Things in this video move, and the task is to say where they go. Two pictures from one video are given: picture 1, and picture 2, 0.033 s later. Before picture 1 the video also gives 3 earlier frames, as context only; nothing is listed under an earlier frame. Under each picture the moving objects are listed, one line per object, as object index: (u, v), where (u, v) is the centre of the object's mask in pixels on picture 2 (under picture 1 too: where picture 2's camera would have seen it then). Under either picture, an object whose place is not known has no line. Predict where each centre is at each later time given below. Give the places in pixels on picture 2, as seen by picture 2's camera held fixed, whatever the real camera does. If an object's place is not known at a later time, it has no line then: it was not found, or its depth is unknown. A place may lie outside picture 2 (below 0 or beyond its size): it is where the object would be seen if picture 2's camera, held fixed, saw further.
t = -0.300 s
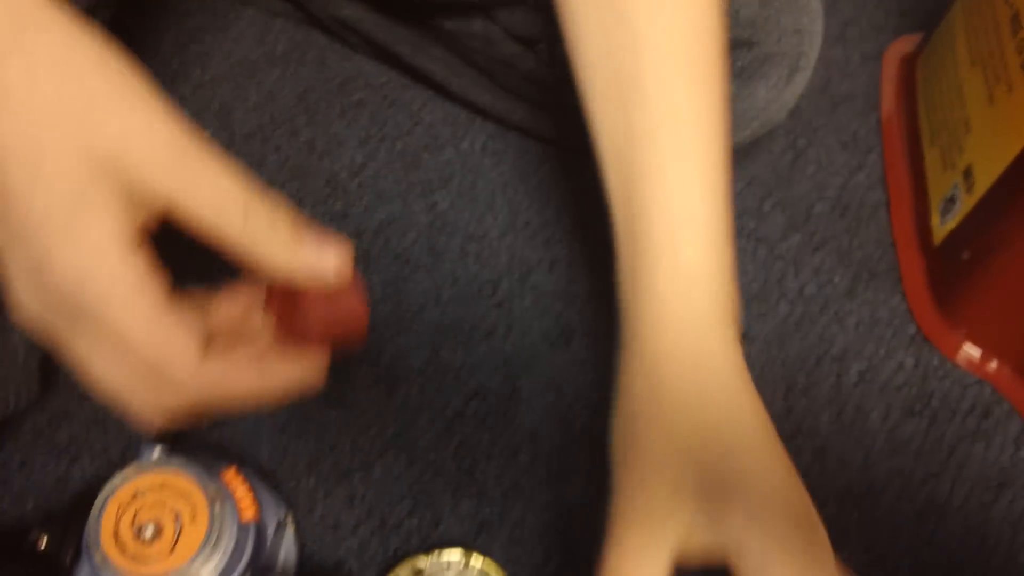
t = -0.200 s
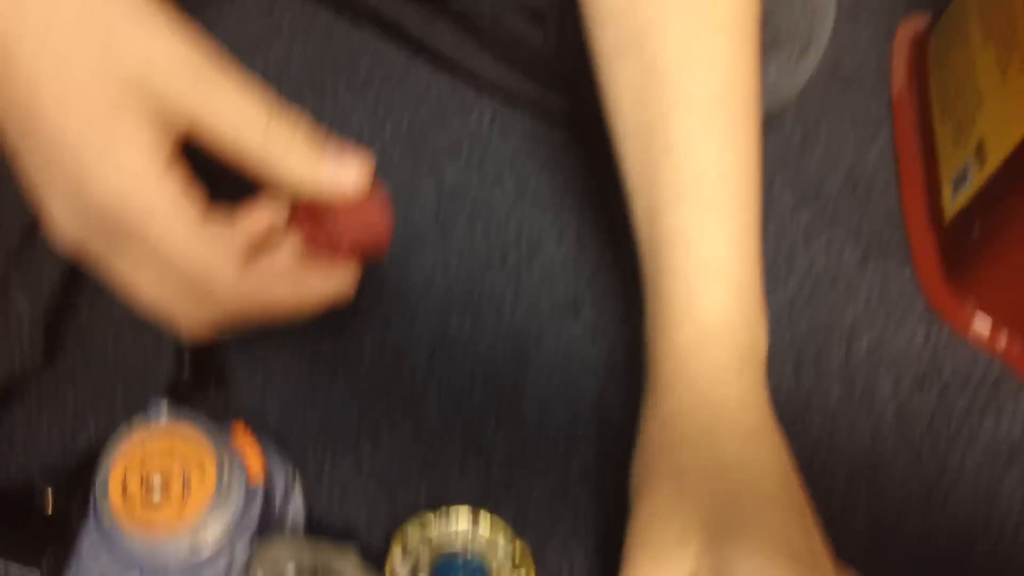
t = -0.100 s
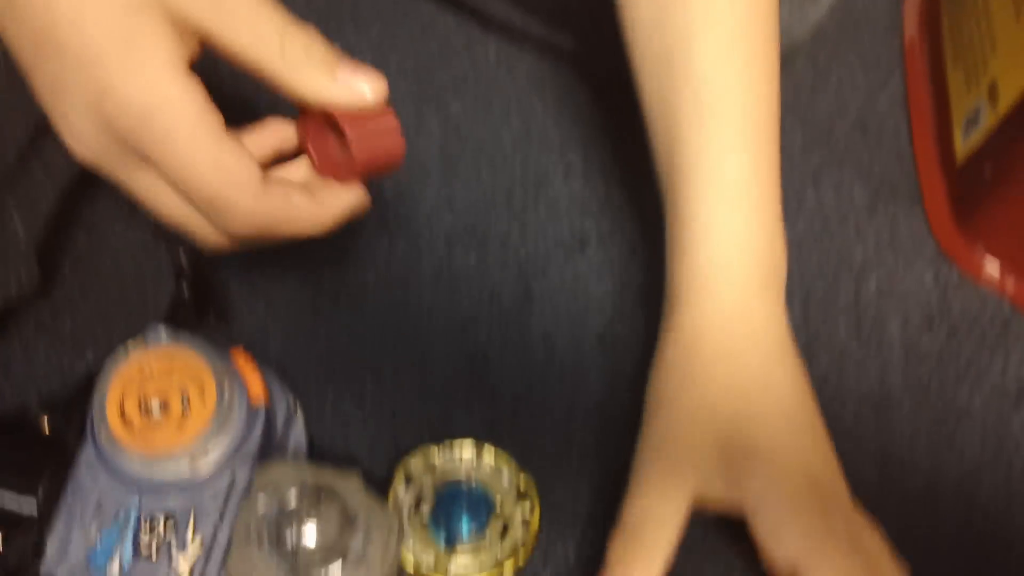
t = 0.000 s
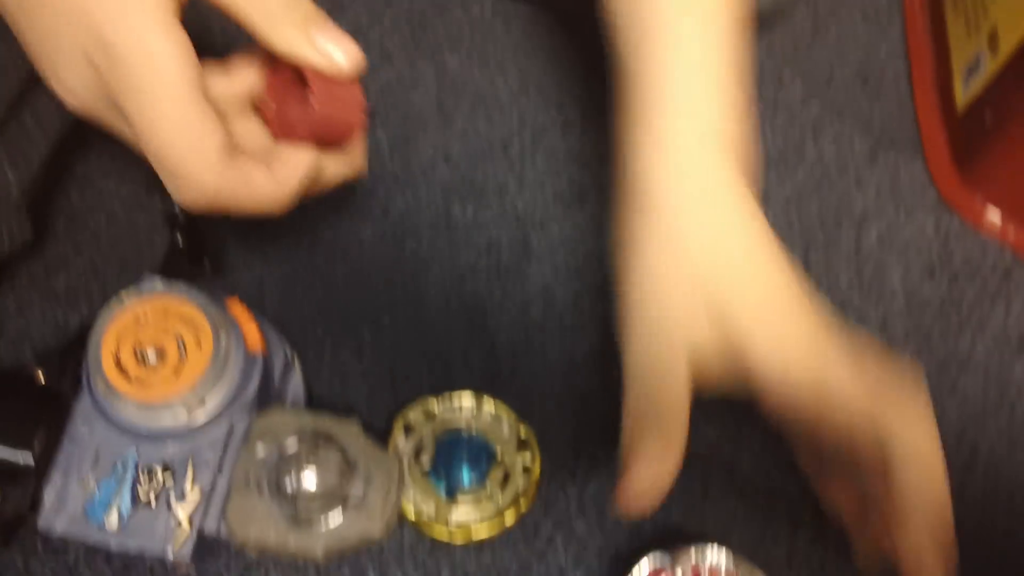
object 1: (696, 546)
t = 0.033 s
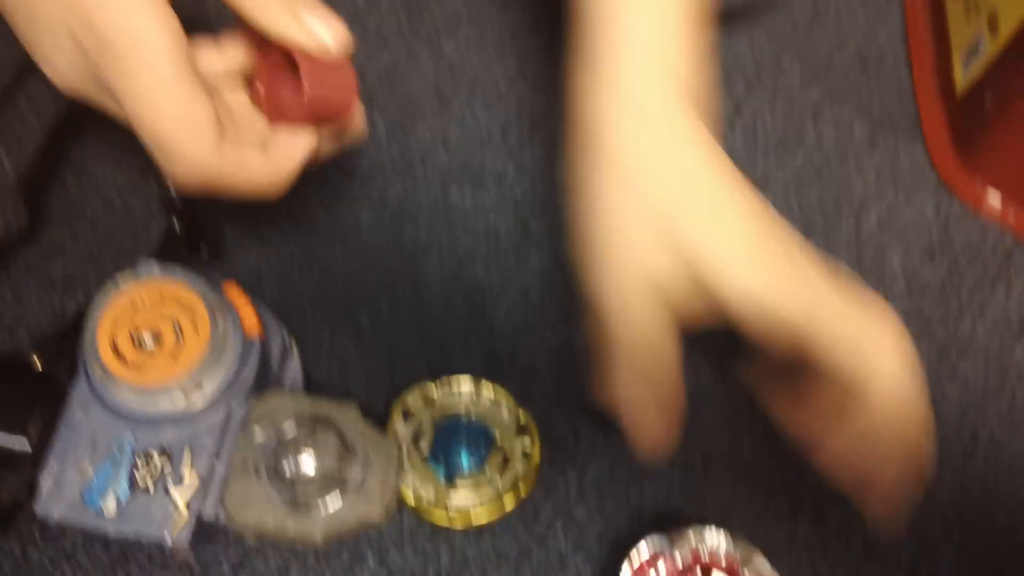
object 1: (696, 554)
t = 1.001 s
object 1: (699, 615)
